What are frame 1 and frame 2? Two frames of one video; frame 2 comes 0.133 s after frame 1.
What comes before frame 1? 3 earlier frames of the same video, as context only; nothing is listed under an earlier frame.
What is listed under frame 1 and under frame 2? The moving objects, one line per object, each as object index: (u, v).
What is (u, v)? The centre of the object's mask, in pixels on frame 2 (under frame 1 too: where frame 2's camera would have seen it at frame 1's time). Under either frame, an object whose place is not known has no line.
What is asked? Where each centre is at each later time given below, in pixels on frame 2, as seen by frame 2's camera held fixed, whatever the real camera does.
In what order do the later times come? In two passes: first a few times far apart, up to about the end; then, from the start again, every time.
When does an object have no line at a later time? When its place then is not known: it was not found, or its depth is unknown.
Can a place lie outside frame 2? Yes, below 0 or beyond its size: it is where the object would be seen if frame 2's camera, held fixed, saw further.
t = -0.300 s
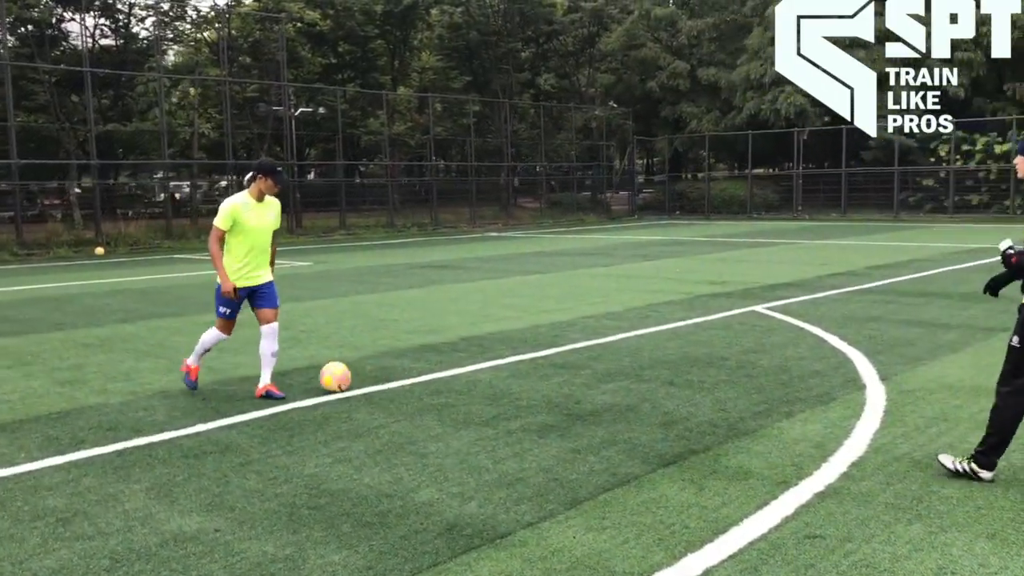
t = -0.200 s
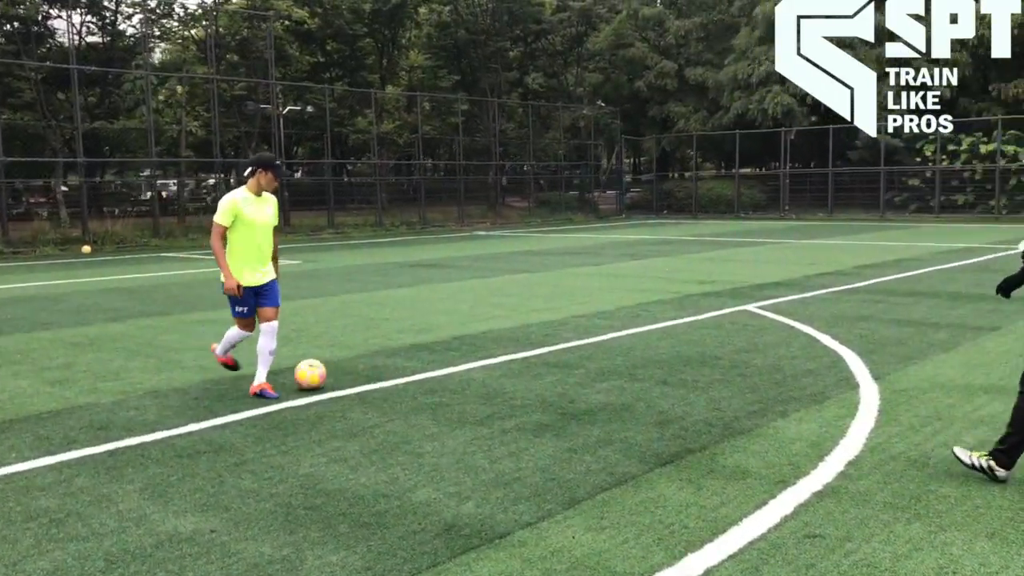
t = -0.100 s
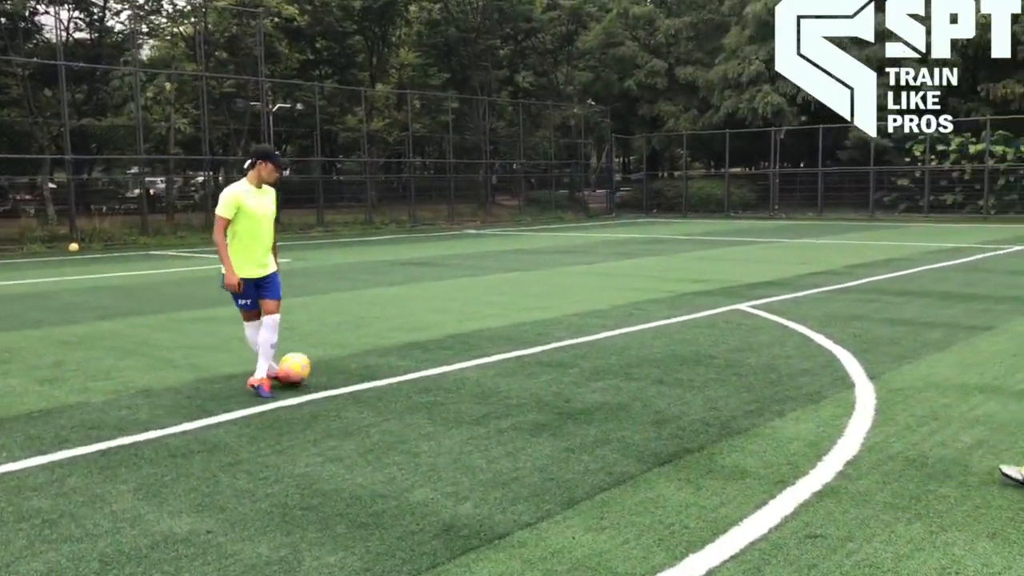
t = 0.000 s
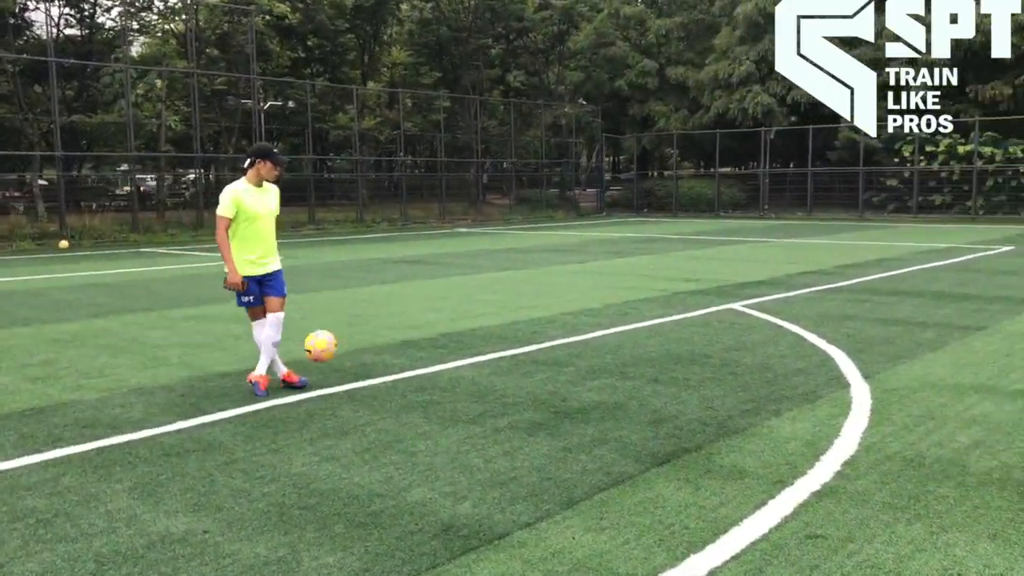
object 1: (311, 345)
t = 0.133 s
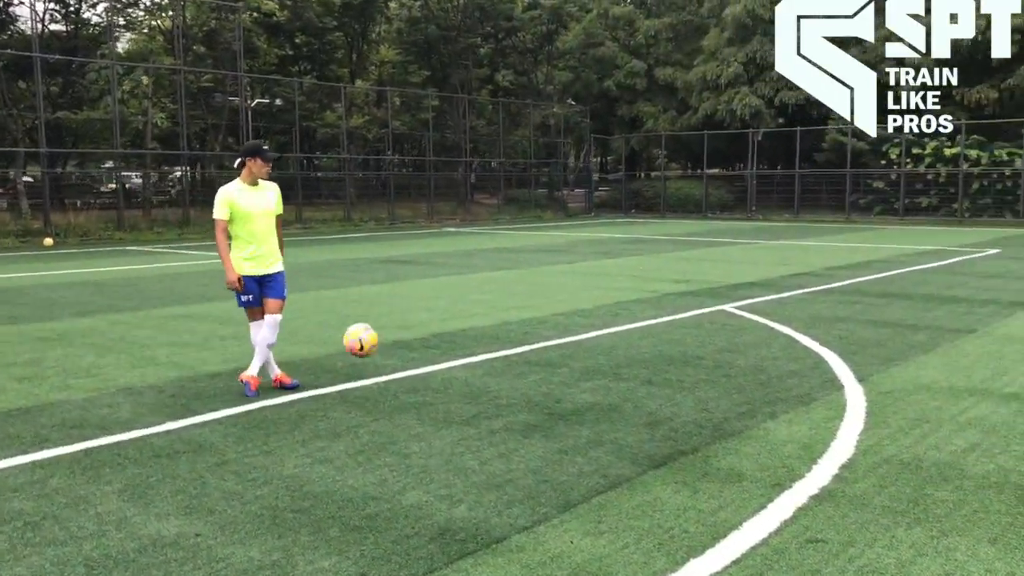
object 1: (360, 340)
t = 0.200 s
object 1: (387, 347)
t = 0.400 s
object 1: (473, 412)
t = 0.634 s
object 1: (520, 401)
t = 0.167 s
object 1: (374, 342)
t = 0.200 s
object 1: (387, 347)
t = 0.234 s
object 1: (400, 353)
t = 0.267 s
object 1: (415, 360)
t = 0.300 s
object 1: (429, 370)
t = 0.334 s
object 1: (444, 381)
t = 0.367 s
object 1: (458, 395)
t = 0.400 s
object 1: (473, 412)
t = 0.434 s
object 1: (483, 416)
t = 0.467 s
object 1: (489, 408)
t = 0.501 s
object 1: (495, 403)
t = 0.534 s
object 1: (502, 400)
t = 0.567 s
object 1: (507, 399)
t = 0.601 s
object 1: (513, 399)
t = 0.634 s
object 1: (520, 401)
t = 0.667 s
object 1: (525, 406)
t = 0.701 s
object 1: (532, 412)
